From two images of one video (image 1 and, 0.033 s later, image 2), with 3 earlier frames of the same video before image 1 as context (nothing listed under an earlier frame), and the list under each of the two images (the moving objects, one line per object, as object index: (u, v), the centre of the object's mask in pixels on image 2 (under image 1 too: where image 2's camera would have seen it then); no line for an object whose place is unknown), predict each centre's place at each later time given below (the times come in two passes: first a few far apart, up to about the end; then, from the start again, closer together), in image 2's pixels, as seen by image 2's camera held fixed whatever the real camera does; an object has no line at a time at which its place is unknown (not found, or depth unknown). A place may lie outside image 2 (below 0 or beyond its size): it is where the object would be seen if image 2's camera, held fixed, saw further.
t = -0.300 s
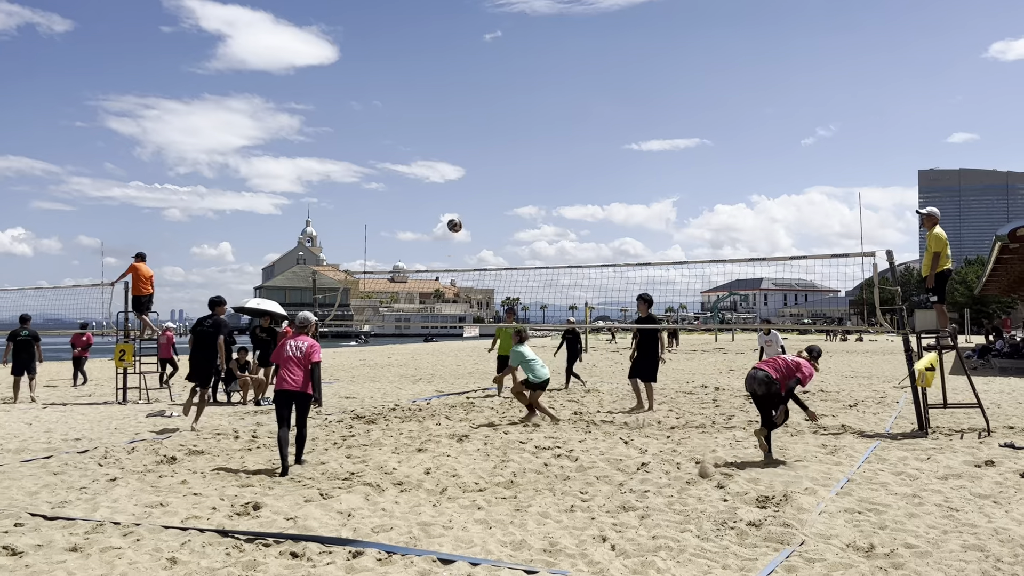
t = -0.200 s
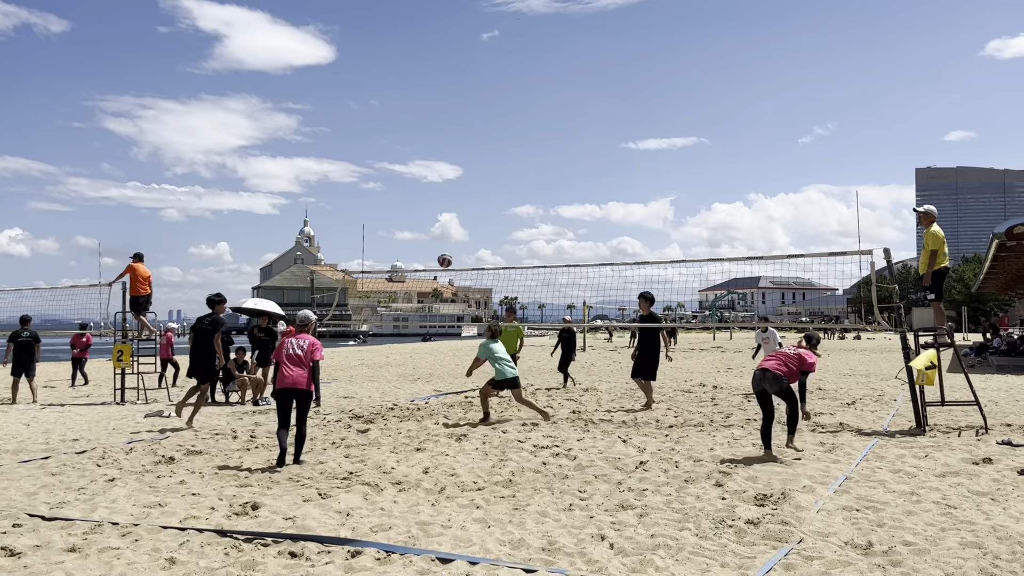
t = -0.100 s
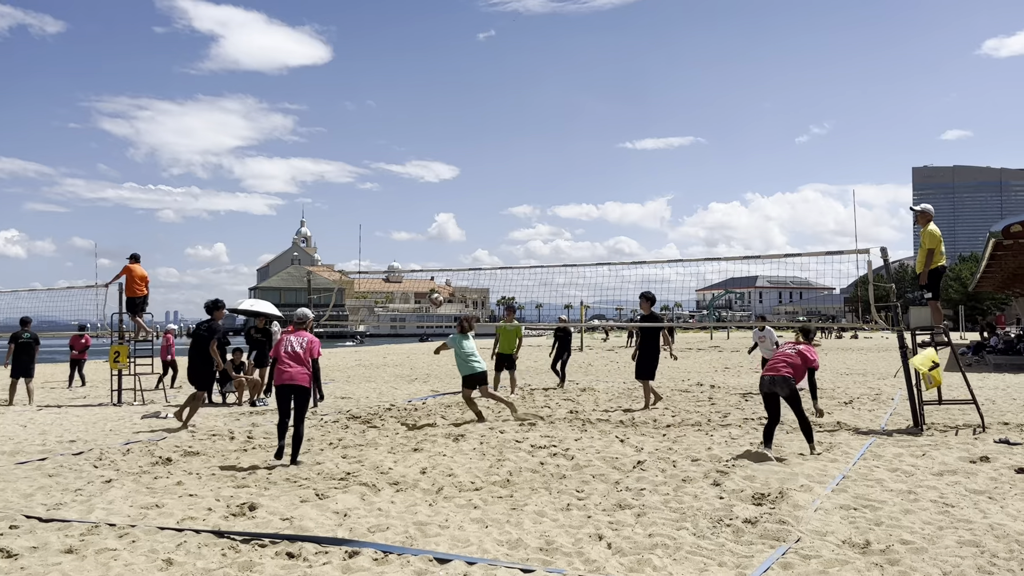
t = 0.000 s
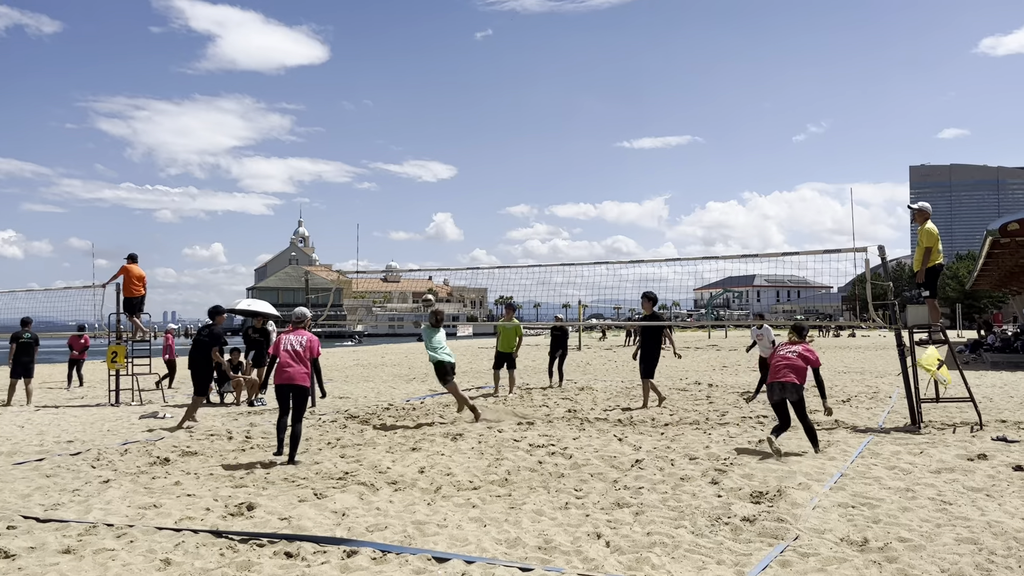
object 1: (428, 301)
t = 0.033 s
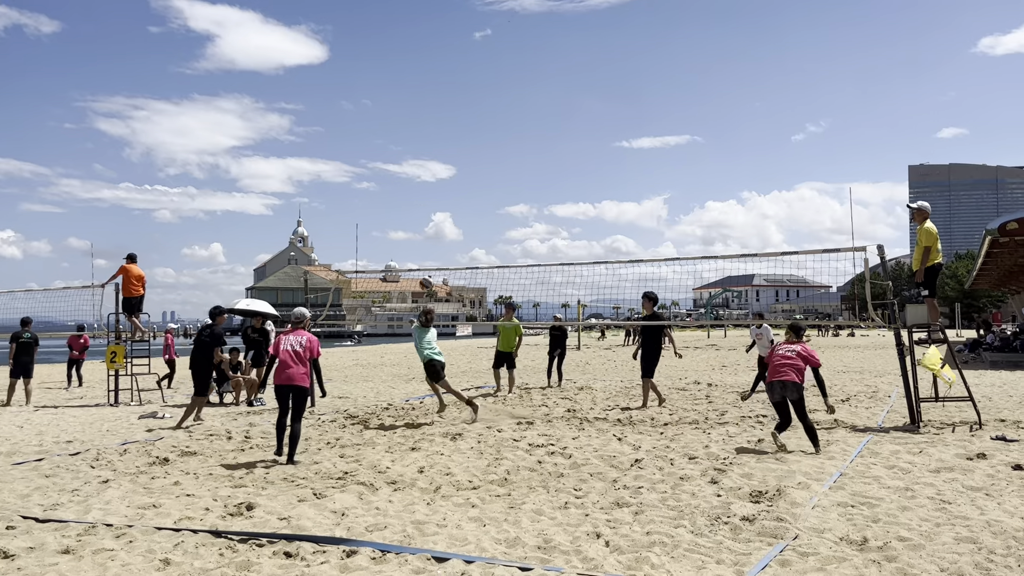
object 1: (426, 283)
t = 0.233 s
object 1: (418, 197)
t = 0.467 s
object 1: (412, 130)
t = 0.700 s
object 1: (405, 101)
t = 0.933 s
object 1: (398, 106)
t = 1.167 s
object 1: (391, 144)
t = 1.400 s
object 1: (383, 214)
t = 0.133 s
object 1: (422, 238)
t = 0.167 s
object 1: (421, 223)
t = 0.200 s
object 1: (419, 209)
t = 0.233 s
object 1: (418, 197)
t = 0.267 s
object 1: (418, 185)
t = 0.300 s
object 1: (416, 174)
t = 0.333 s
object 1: (416, 164)
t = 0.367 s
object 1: (415, 154)
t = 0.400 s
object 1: (414, 146)
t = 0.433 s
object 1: (413, 138)
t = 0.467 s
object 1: (412, 130)
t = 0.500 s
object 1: (411, 124)
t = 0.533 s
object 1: (410, 118)
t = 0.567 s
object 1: (409, 113)
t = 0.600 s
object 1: (409, 109)
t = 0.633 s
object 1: (408, 105)
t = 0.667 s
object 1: (407, 103)
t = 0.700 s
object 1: (405, 101)
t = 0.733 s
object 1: (404, 99)
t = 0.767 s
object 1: (403, 99)
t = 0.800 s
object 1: (403, 98)
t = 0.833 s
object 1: (401, 99)
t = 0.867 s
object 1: (400, 101)
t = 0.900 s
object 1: (399, 103)
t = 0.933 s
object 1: (398, 106)
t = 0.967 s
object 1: (397, 109)
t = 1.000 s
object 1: (396, 113)
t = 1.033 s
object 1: (395, 117)
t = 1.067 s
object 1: (394, 123)
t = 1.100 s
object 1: (393, 129)
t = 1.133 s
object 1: (392, 136)
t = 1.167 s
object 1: (391, 144)
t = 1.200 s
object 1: (390, 152)
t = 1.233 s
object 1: (388, 161)
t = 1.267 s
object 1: (387, 170)
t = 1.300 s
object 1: (387, 180)
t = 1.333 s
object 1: (384, 190)
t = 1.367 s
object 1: (384, 202)
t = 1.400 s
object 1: (383, 214)
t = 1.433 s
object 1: (382, 227)
